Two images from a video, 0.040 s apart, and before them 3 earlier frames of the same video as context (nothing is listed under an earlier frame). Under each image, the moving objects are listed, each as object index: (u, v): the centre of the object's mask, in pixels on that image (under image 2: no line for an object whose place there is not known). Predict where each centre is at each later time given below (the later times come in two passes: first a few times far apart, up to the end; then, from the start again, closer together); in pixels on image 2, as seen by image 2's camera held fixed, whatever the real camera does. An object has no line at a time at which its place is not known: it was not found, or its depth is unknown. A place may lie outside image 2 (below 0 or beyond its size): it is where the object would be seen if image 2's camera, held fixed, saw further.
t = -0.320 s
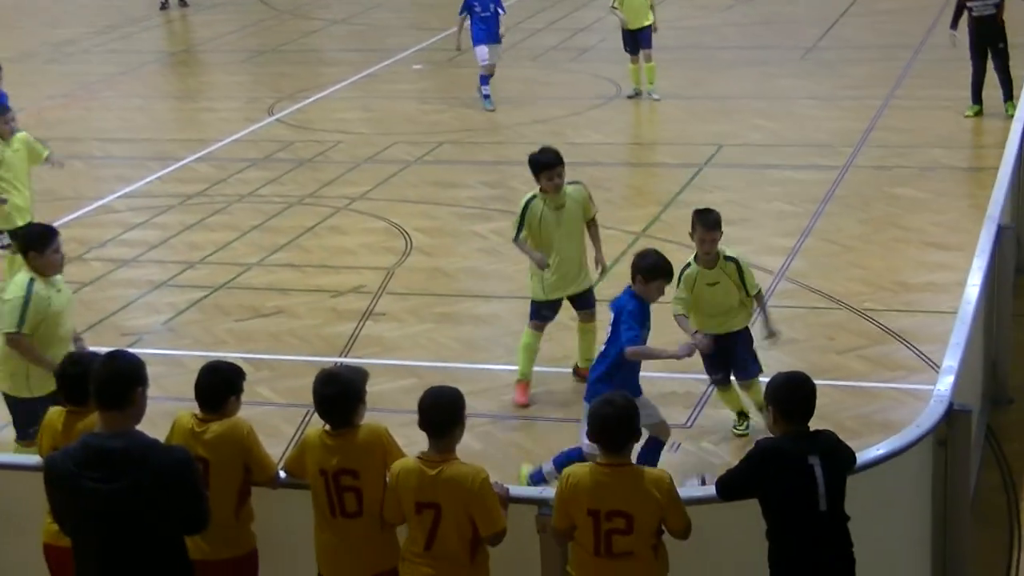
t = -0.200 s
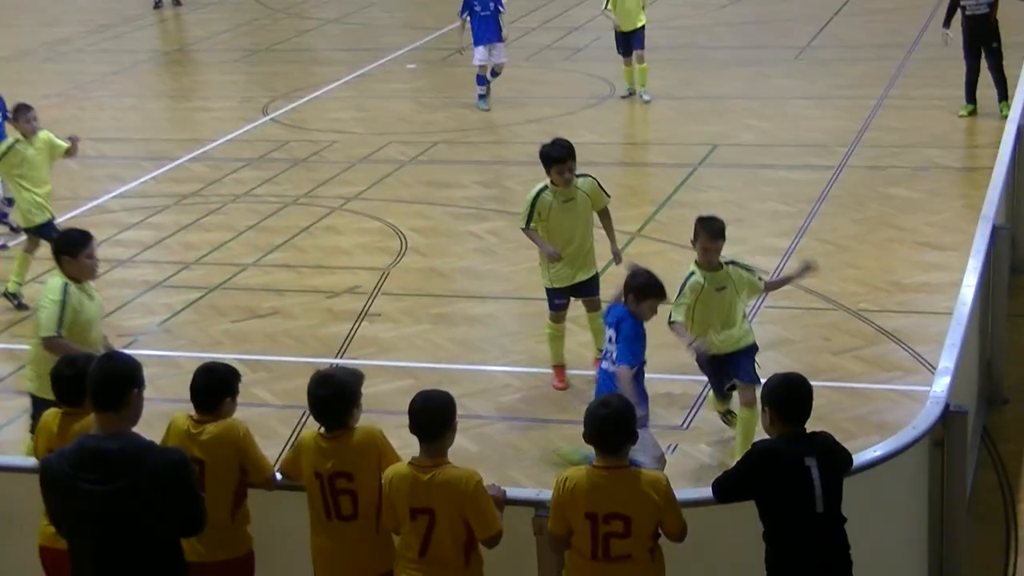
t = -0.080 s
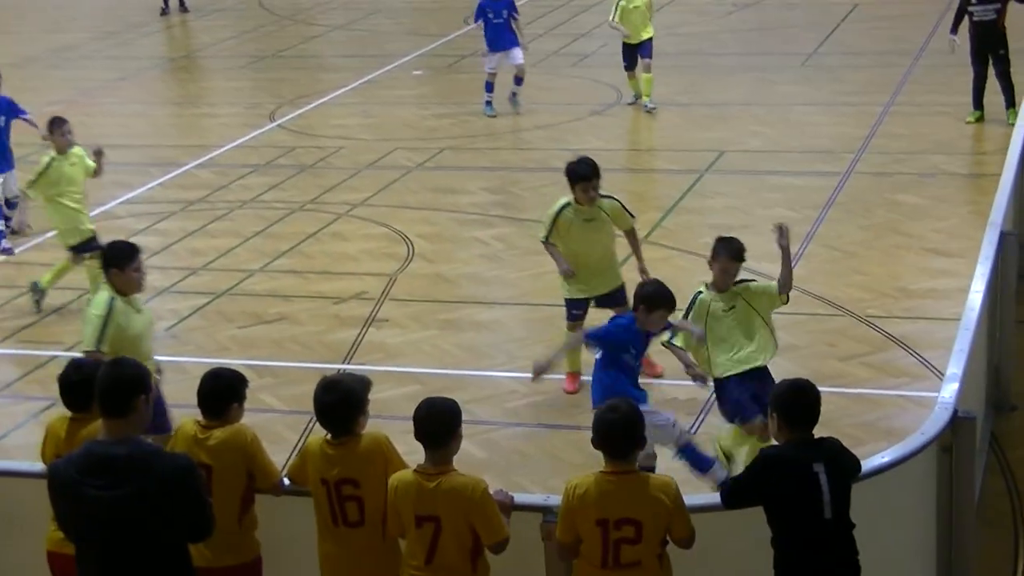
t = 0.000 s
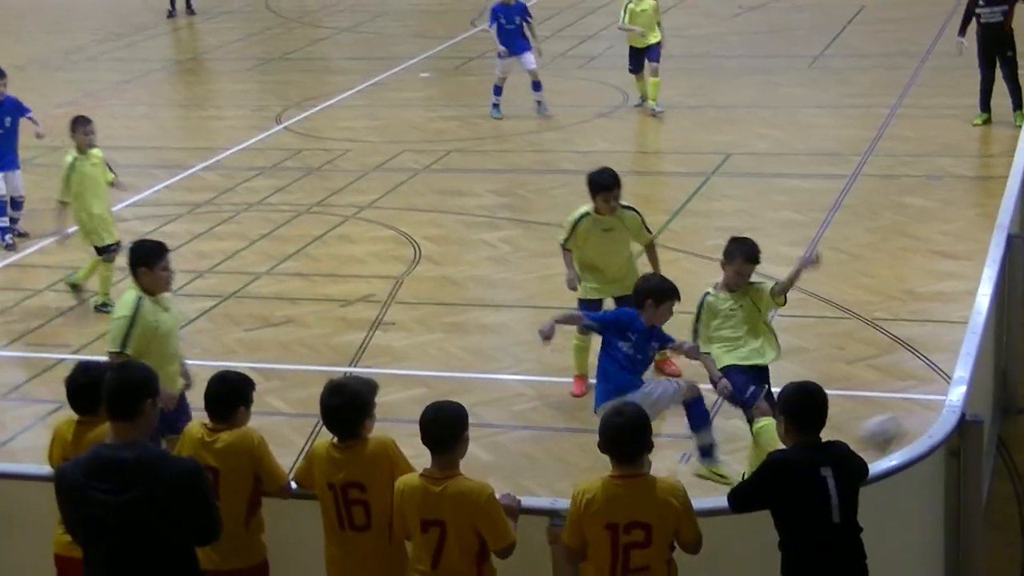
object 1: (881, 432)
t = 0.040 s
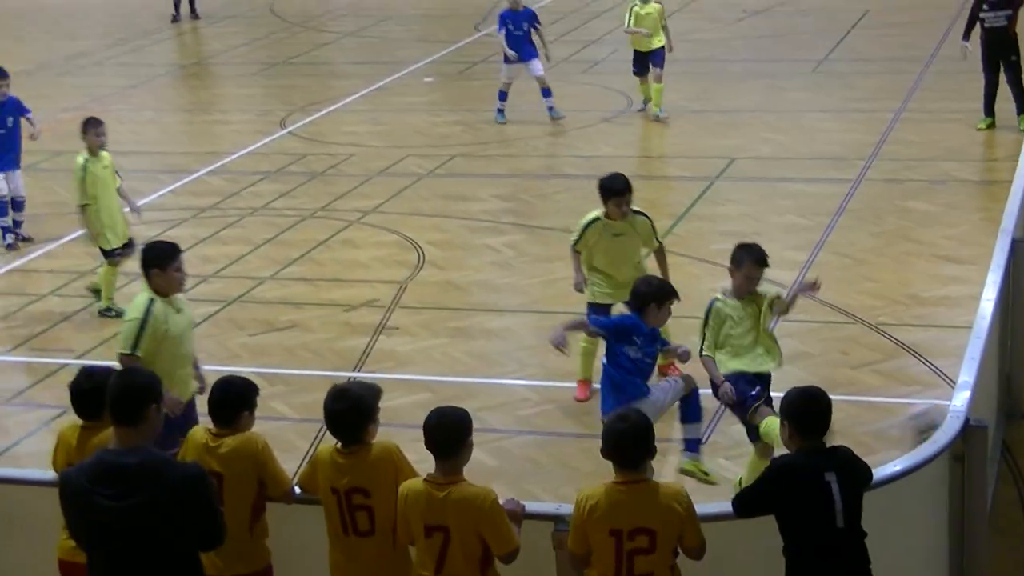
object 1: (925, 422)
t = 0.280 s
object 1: (919, 294)
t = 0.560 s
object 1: (876, 216)
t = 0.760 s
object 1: (864, 177)
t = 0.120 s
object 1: (959, 364)
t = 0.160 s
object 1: (956, 337)
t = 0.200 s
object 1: (945, 321)
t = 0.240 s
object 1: (932, 305)
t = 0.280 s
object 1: (919, 294)
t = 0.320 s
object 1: (909, 285)
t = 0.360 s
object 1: (900, 280)
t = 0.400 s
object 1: (894, 259)
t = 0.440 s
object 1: (888, 245)
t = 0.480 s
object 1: (885, 233)
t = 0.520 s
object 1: (880, 223)
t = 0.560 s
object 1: (876, 216)
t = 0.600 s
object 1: (872, 212)
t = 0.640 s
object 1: (868, 211)
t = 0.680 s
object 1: (866, 197)
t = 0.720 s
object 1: (865, 186)
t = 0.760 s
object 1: (864, 177)
